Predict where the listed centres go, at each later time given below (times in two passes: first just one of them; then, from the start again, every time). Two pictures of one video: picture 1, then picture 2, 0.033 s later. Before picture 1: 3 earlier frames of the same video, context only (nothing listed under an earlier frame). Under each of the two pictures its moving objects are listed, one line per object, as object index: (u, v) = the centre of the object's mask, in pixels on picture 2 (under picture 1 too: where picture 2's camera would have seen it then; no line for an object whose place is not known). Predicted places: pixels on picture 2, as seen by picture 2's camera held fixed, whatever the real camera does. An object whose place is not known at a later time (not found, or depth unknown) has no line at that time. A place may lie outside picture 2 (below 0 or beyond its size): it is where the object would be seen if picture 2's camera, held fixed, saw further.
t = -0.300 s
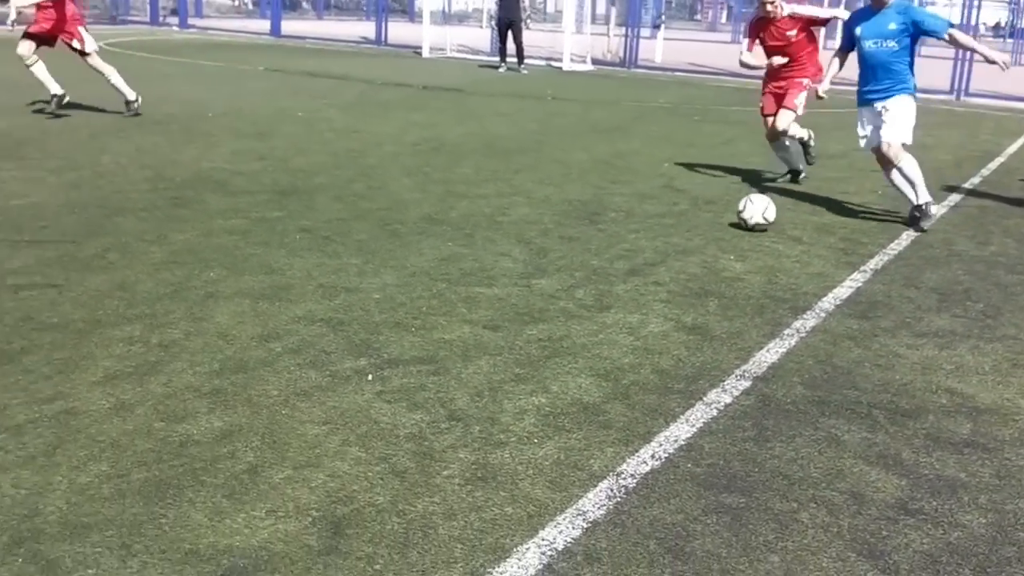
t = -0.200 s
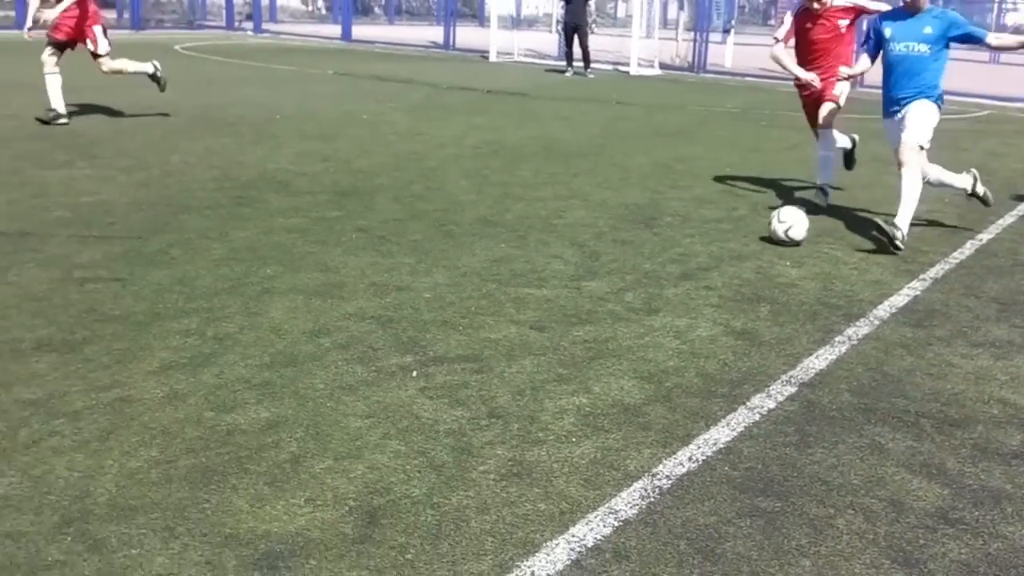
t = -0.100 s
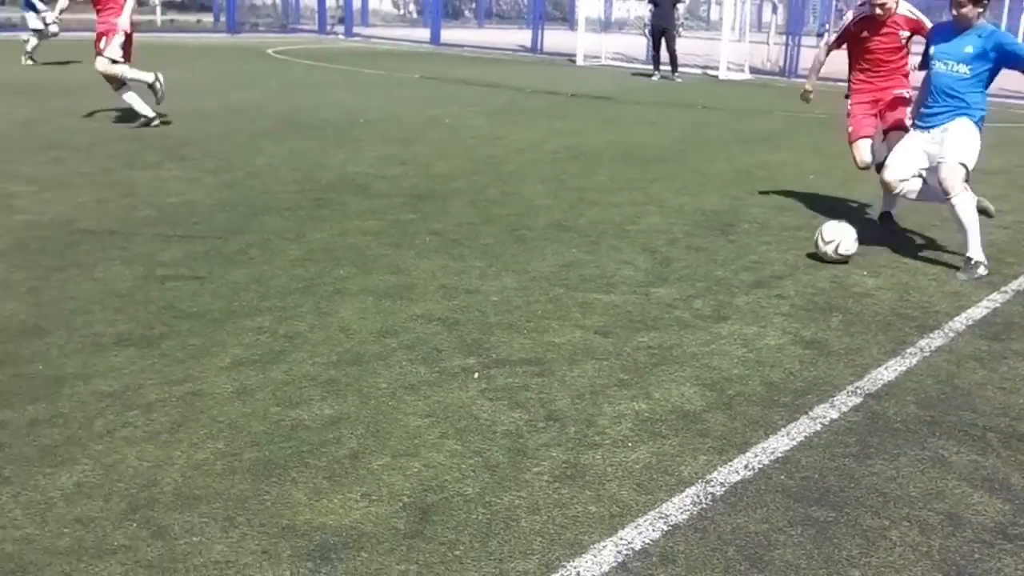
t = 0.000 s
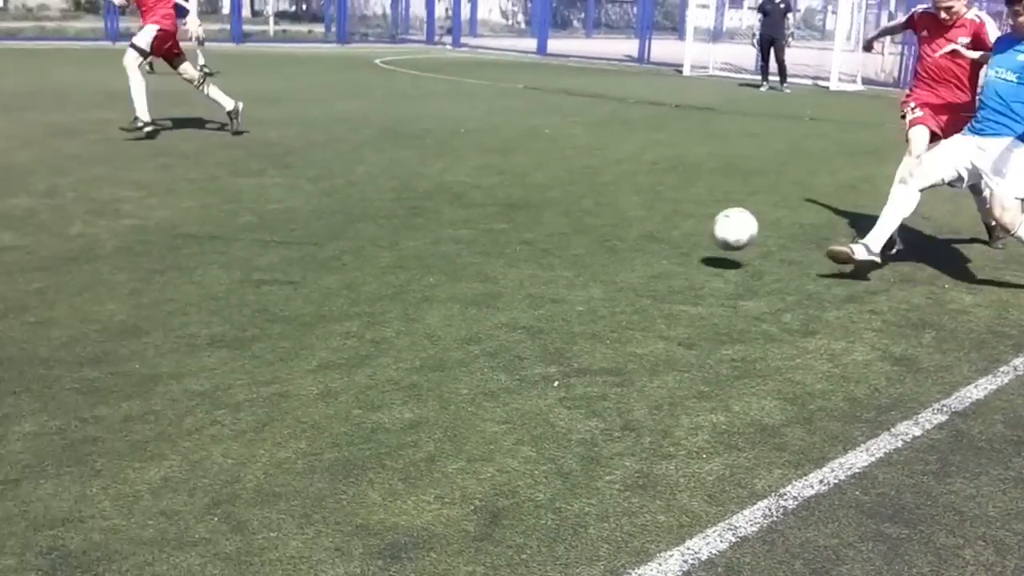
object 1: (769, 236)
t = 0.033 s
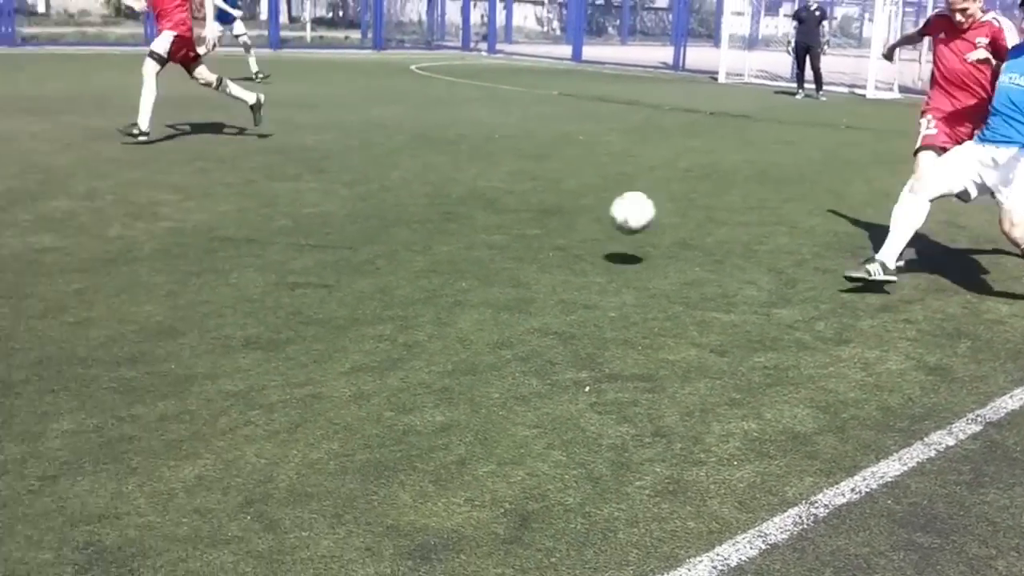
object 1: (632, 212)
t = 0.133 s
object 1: (244, 153)
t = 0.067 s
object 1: (501, 190)
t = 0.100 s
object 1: (372, 171)
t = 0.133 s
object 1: (244, 153)
